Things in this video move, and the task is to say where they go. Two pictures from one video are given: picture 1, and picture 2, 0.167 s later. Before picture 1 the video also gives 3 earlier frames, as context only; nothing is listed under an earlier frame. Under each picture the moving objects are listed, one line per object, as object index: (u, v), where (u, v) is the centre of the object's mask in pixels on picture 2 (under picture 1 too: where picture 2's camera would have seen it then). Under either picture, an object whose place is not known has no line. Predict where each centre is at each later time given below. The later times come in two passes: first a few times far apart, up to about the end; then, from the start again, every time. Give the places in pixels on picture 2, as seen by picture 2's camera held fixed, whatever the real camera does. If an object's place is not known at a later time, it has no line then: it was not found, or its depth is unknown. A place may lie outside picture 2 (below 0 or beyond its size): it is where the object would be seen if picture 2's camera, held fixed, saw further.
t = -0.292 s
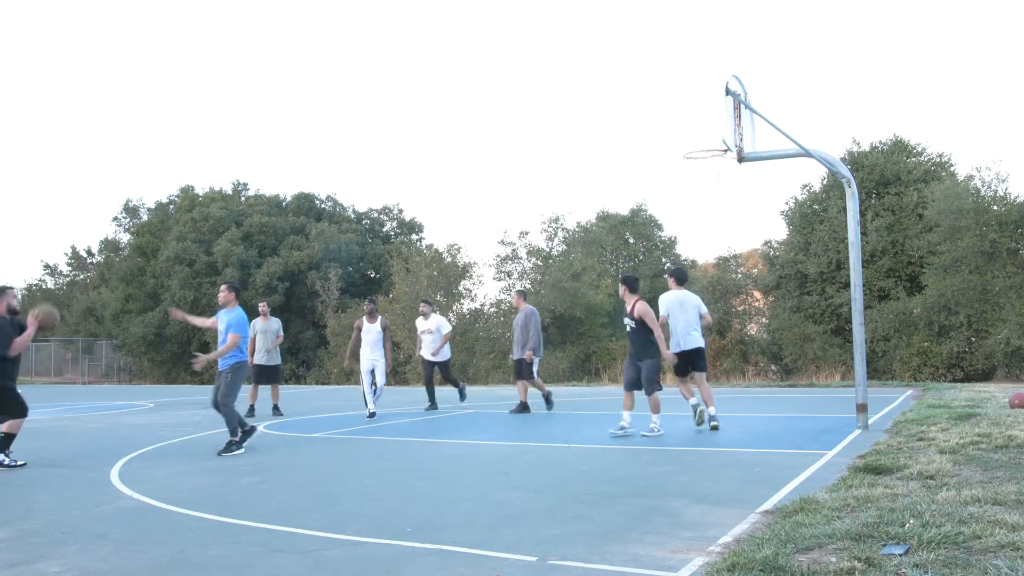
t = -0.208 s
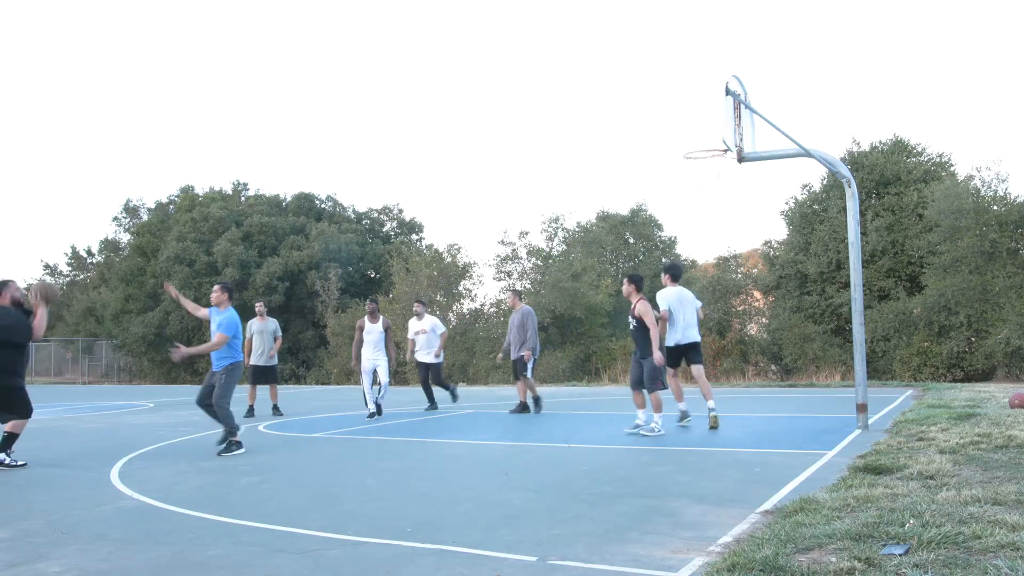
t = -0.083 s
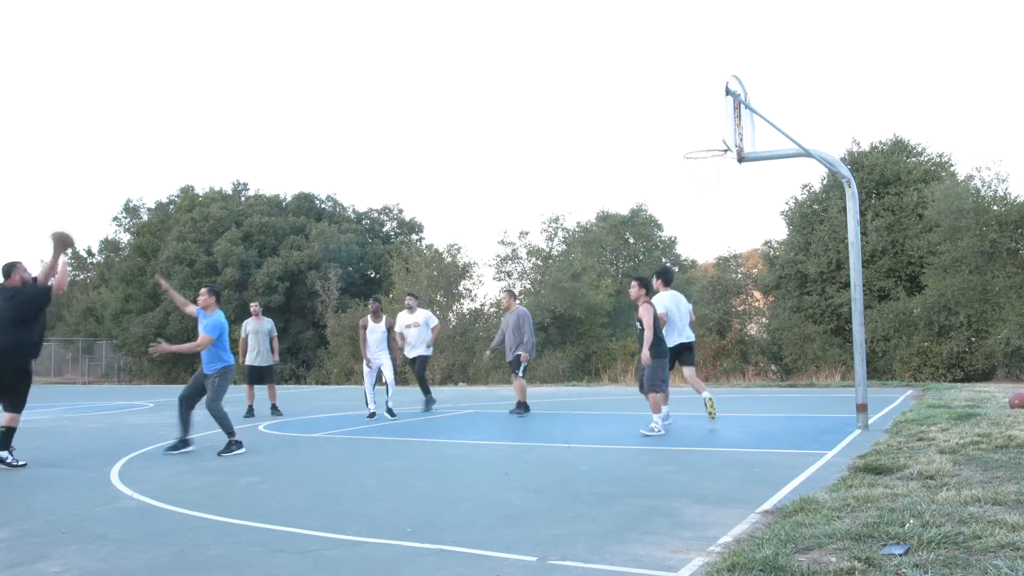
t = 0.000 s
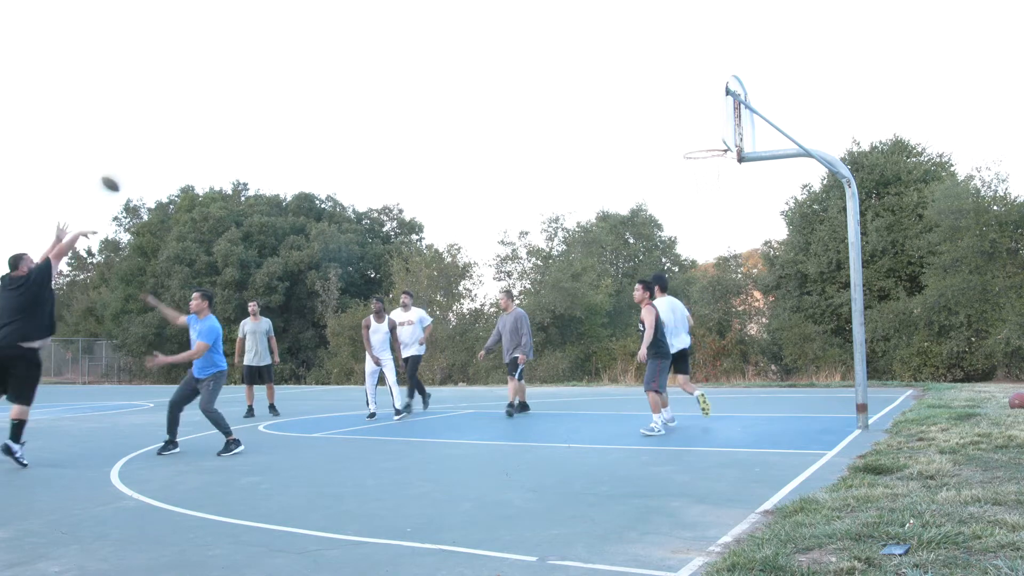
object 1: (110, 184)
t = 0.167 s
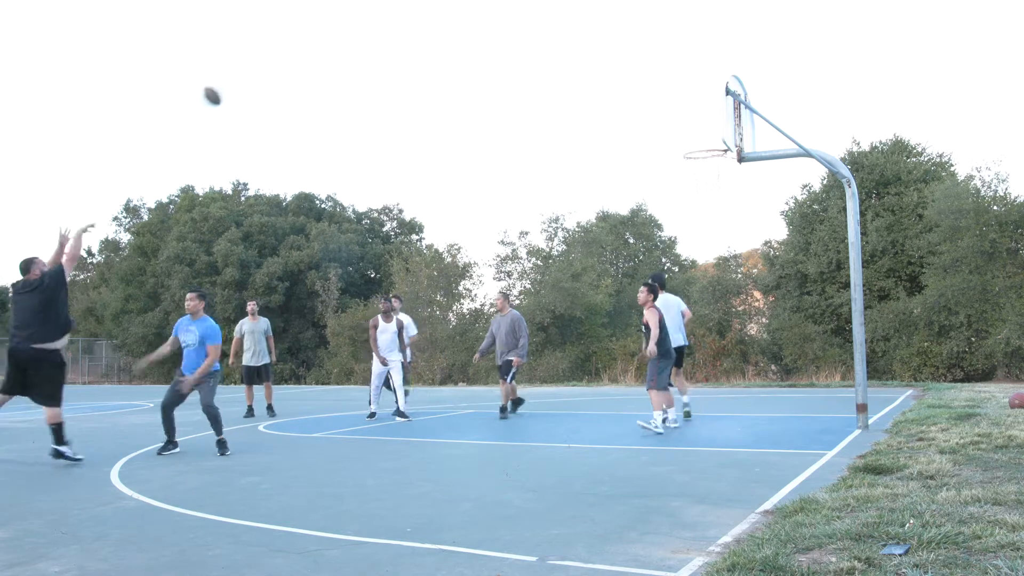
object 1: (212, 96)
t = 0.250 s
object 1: (260, 64)
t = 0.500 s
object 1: (394, 13)
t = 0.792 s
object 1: (537, 29)
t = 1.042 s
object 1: (651, 100)
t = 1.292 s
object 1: (718, 200)
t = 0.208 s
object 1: (236, 79)
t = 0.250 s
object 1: (260, 64)
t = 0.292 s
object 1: (283, 51)
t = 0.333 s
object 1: (306, 40)
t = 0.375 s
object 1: (328, 30)
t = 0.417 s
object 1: (350, 23)
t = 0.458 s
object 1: (372, 17)
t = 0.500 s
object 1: (394, 13)
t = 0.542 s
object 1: (415, 10)
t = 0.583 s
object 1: (436, 10)
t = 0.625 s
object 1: (457, 10)
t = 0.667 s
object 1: (477, 13)
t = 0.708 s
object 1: (497, 17)
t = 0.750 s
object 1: (517, 22)
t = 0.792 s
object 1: (537, 29)
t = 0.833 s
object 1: (556, 37)
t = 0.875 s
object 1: (575, 47)
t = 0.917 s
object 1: (595, 58)
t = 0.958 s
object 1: (614, 70)
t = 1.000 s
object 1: (632, 84)
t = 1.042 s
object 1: (651, 100)
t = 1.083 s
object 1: (669, 116)
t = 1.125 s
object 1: (687, 134)
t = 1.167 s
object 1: (706, 153)
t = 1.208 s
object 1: (713, 170)
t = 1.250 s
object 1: (716, 185)
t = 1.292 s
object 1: (718, 200)
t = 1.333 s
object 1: (720, 218)
